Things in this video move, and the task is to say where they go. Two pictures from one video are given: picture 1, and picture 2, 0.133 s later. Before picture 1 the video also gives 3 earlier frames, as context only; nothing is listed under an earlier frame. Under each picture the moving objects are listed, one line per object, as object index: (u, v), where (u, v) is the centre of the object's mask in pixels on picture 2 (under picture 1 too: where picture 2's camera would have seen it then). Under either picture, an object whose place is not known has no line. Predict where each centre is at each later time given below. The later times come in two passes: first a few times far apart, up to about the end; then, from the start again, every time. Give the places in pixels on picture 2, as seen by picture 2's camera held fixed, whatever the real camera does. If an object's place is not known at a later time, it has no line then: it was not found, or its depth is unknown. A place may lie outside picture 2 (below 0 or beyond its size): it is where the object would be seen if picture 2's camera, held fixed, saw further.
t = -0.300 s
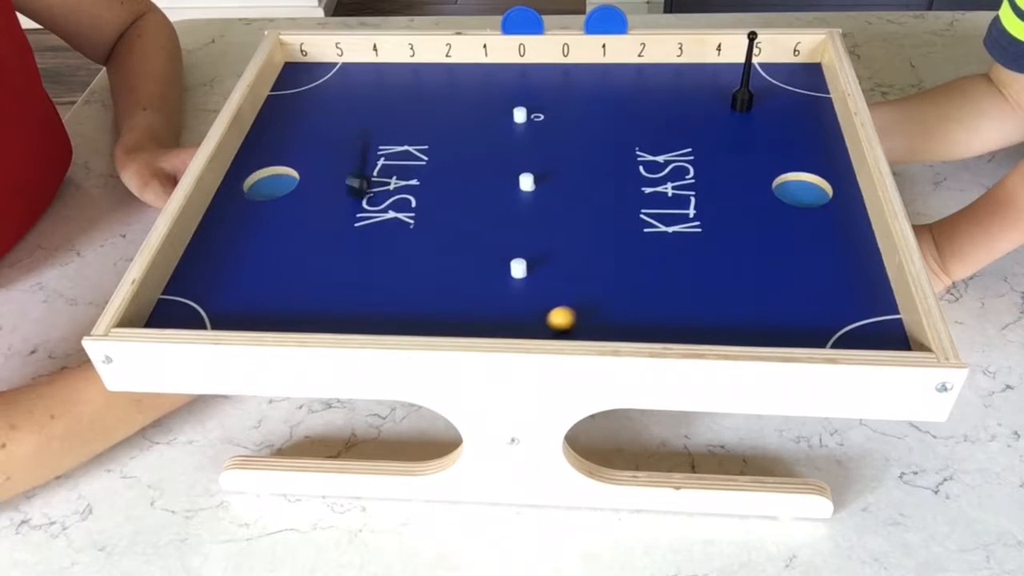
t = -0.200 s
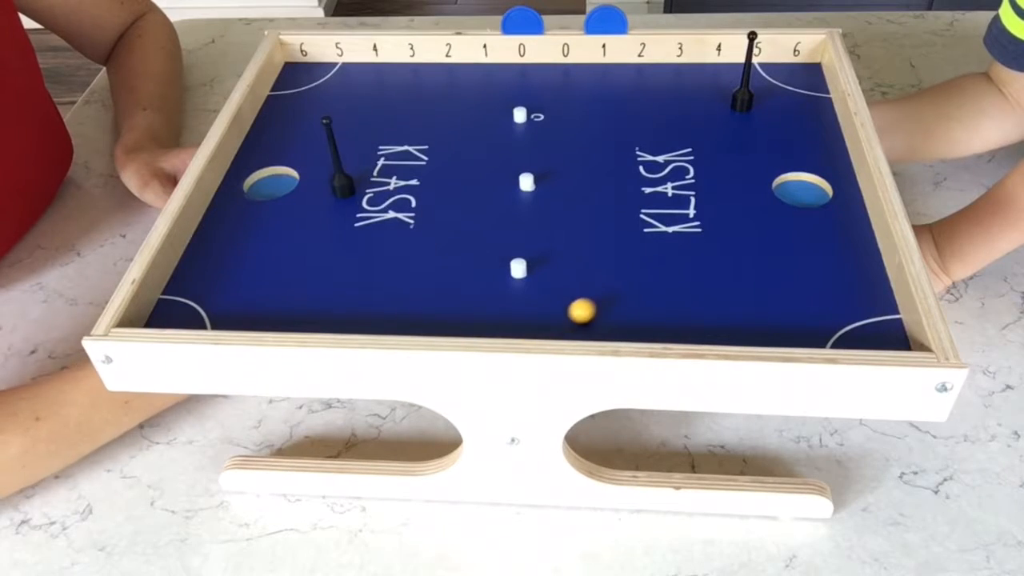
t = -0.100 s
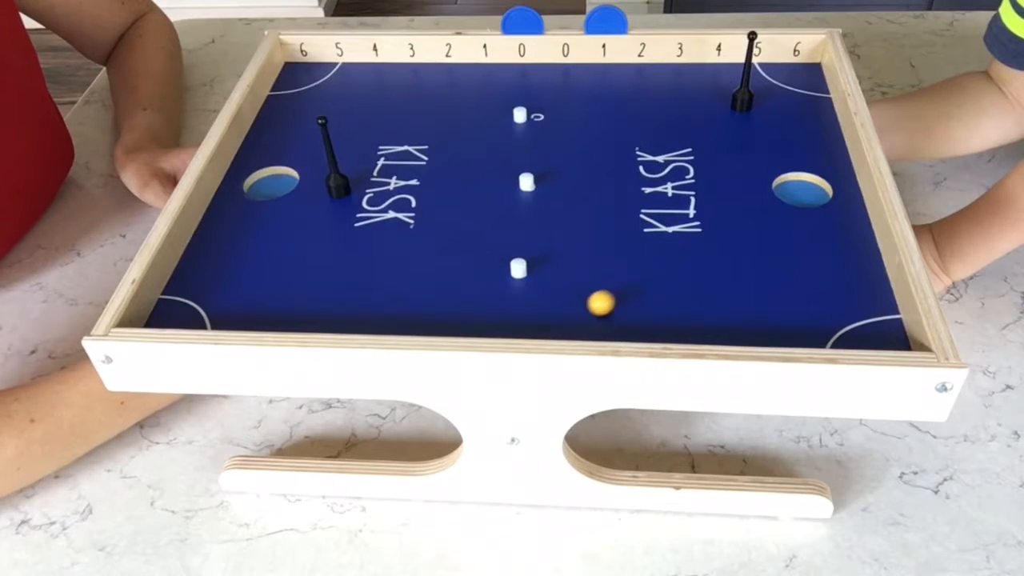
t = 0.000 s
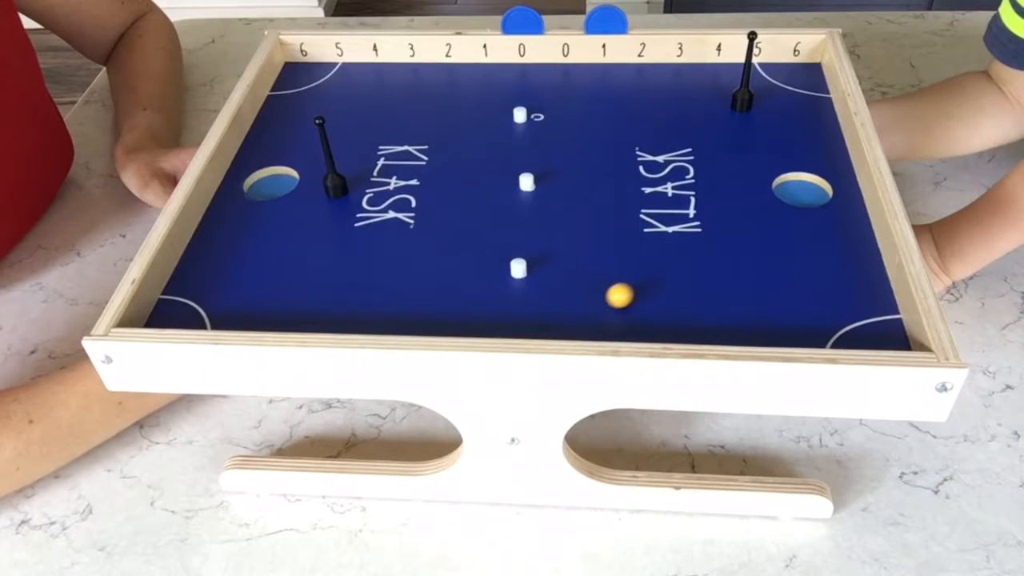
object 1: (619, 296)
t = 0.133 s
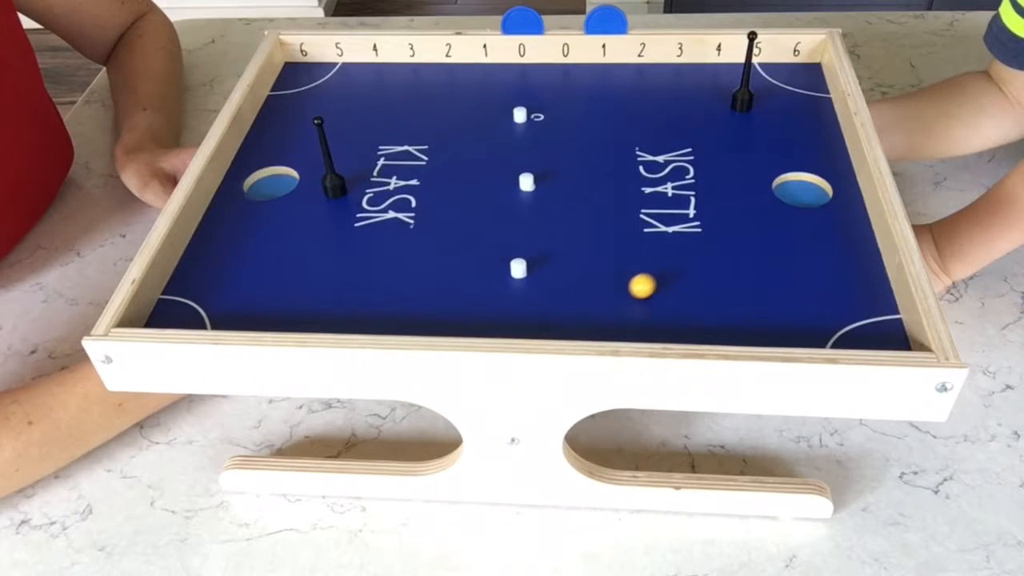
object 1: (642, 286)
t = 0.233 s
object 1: (658, 279)
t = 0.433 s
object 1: (687, 265)
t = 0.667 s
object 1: (717, 250)
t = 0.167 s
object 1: (647, 283)
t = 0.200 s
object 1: (653, 281)
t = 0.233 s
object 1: (658, 279)
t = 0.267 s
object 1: (663, 276)
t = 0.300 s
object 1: (668, 274)
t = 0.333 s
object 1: (672, 272)
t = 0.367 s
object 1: (677, 269)
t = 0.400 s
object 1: (682, 267)
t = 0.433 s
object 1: (687, 265)
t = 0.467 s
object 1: (691, 263)
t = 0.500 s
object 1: (696, 261)
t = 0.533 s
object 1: (700, 258)
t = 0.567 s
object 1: (704, 256)
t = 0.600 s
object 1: (709, 254)
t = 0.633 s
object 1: (713, 252)
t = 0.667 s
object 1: (717, 250)
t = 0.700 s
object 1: (721, 247)
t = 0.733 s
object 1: (725, 245)
